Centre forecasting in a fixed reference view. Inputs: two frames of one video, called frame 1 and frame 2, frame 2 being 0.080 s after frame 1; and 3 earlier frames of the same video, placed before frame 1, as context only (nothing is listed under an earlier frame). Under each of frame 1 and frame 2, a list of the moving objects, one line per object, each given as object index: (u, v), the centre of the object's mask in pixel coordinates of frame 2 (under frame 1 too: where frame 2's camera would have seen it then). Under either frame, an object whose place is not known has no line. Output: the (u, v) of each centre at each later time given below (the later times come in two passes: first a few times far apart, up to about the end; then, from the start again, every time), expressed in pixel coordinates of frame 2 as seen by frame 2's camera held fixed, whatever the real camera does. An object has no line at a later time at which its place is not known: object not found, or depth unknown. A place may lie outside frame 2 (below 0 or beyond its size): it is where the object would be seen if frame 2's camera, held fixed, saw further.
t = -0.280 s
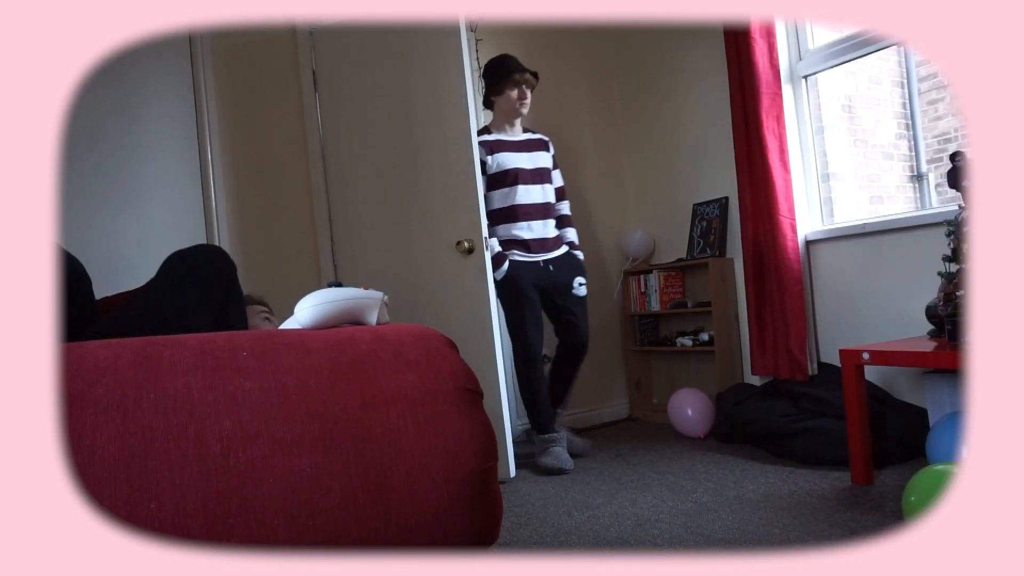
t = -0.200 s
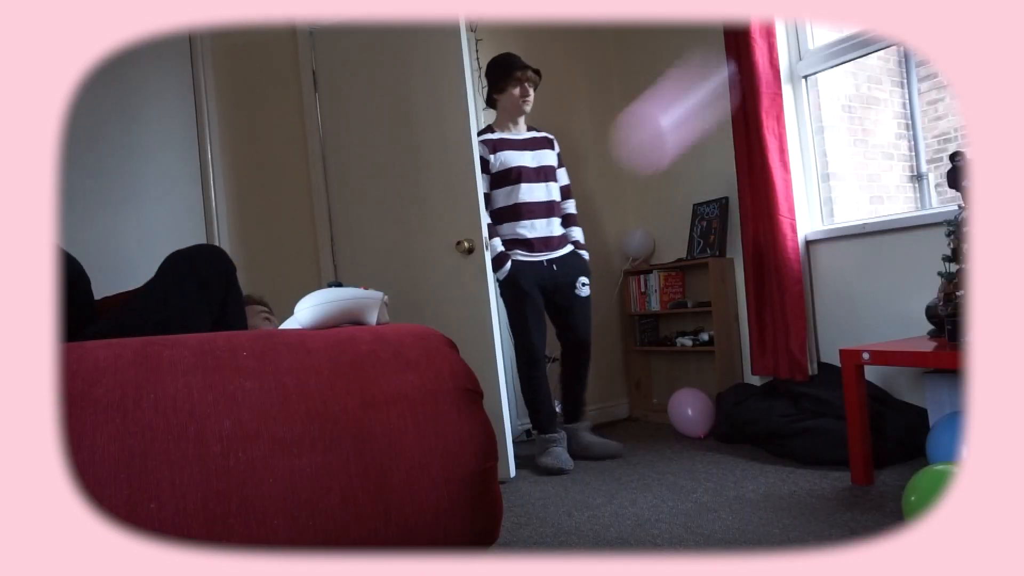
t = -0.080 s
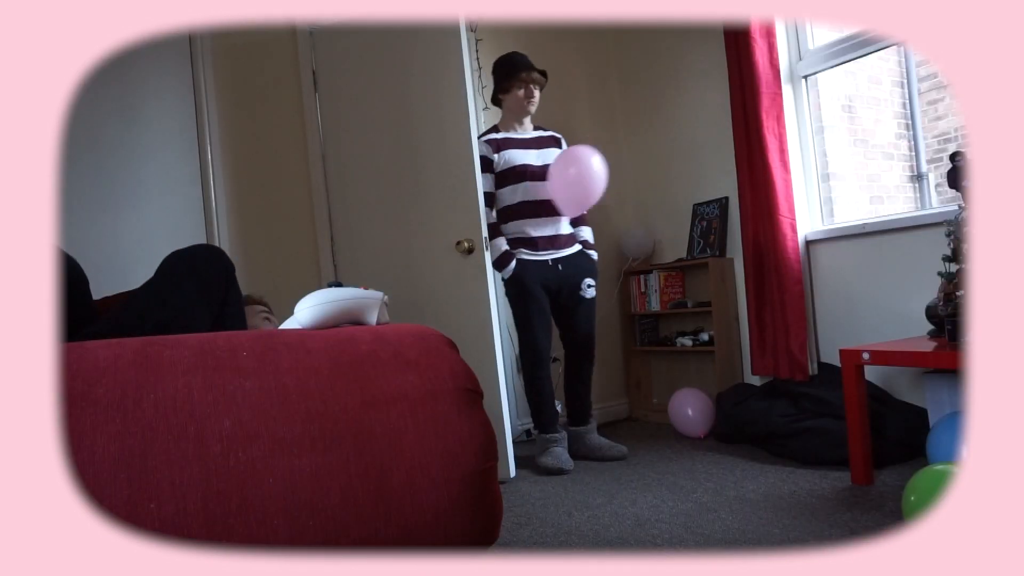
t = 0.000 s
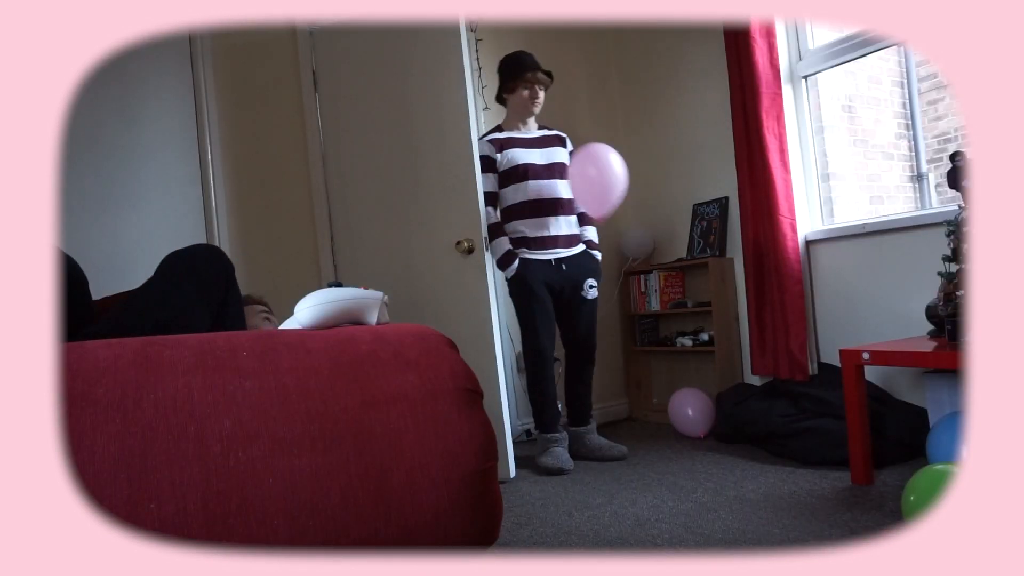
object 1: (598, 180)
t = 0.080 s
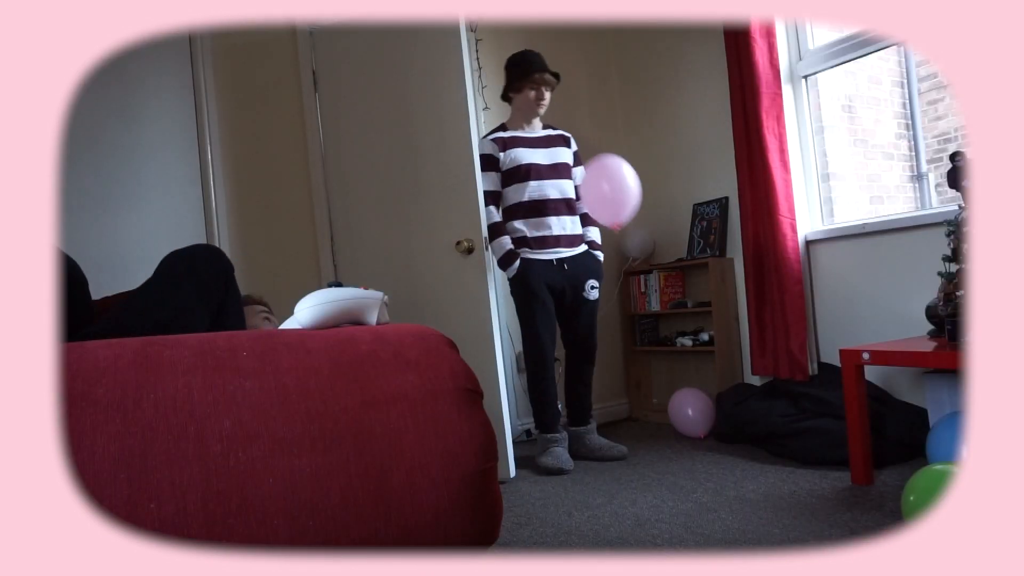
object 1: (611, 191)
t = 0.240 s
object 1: (636, 225)
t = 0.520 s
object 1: (679, 313)
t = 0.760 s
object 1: (700, 395)
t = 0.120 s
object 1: (617, 198)
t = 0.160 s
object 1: (623, 206)
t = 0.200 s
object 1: (629, 215)
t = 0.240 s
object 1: (636, 225)
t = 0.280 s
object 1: (642, 236)
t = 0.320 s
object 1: (649, 248)
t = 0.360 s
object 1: (656, 260)
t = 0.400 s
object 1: (662, 273)
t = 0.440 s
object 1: (668, 286)
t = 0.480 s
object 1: (674, 299)
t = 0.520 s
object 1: (679, 313)
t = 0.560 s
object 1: (684, 327)
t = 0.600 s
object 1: (688, 341)
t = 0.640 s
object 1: (692, 354)
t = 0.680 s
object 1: (695, 367)
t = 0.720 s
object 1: (698, 381)
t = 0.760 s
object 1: (700, 395)
